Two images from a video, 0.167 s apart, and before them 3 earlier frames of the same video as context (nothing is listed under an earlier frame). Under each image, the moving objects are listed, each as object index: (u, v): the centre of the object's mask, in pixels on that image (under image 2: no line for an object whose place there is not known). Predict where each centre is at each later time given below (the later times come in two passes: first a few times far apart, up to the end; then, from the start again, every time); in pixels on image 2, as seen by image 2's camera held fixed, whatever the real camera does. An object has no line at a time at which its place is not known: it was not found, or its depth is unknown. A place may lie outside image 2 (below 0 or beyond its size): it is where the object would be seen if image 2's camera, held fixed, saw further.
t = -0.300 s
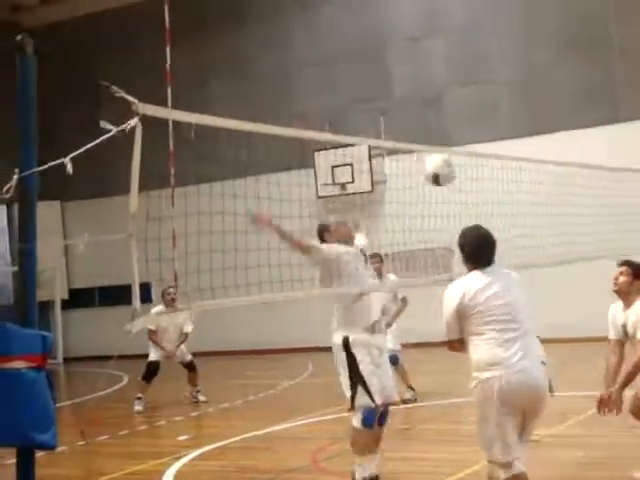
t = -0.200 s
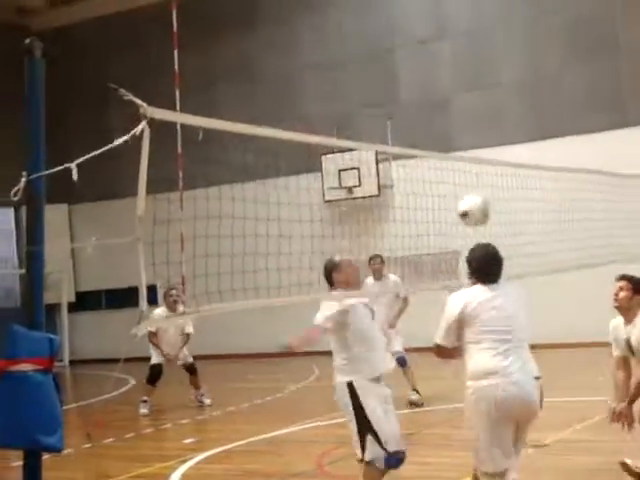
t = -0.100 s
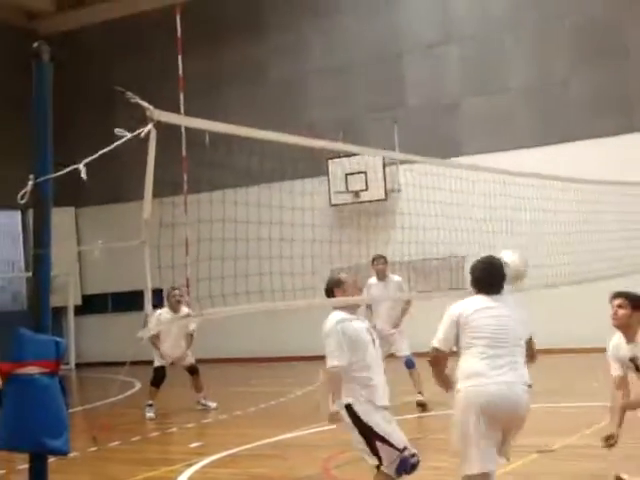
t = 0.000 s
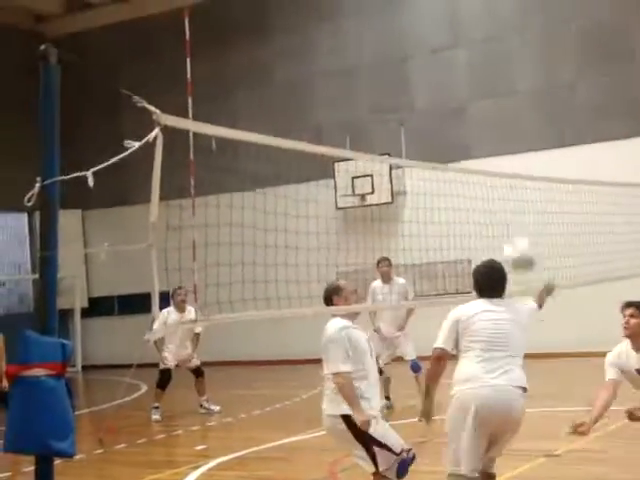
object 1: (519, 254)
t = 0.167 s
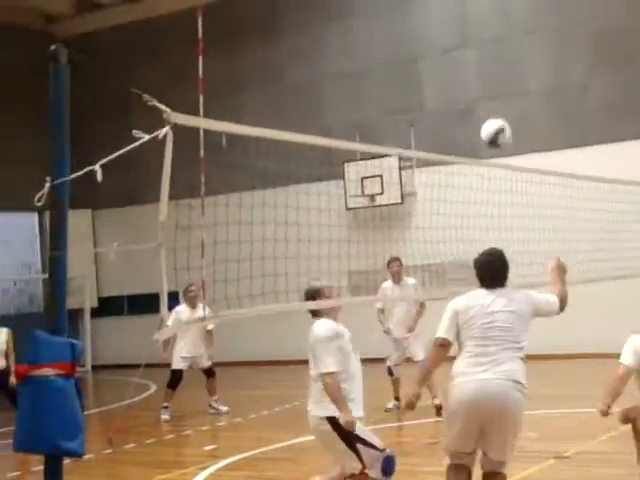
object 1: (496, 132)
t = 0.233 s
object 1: (484, 101)
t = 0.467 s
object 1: (452, 45)
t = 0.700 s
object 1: (431, 58)
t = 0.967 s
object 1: (417, 142)
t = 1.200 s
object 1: (411, 256)
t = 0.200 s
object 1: (490, 115)
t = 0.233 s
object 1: (484, 101)
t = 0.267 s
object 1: (479, 87)
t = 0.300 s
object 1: (474, 76)
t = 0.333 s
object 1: (469, 66)
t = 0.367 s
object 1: (464, 56)
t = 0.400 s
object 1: (460, 52)
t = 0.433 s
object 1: (455, 47)
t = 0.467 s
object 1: (452, 45)
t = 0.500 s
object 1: (448, 44)
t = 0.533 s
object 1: (445, 44)
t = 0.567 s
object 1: (442, 44)
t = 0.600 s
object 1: (439, 47)
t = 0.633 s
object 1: (437, 49)
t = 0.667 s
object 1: (434, 53)
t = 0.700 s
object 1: (431, 58)
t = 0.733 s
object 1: (427, 66)
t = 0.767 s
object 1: (426, 73)
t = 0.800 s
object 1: (424, 82)
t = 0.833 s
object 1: (421, 92)
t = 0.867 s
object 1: (420, 103)
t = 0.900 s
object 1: (420, 117)
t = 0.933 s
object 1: (418, 129)
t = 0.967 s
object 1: (417, 142)
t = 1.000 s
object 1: (414, 157)
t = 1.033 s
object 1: (413, 171)
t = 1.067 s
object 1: (413, 187)
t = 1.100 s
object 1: (411, 203)
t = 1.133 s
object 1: (412, 219)
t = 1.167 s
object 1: (411, 239)
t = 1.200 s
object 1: (411, 256)
